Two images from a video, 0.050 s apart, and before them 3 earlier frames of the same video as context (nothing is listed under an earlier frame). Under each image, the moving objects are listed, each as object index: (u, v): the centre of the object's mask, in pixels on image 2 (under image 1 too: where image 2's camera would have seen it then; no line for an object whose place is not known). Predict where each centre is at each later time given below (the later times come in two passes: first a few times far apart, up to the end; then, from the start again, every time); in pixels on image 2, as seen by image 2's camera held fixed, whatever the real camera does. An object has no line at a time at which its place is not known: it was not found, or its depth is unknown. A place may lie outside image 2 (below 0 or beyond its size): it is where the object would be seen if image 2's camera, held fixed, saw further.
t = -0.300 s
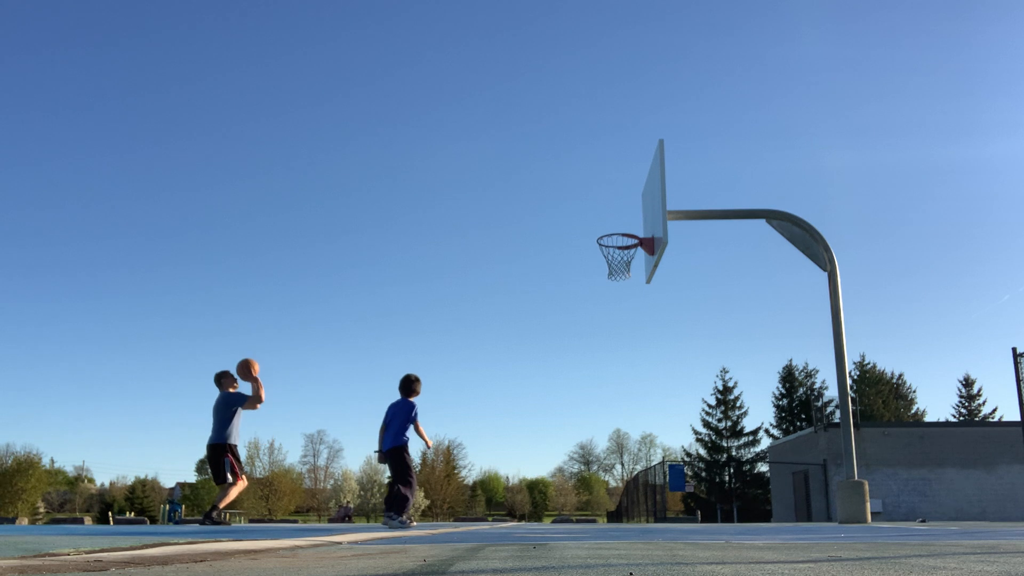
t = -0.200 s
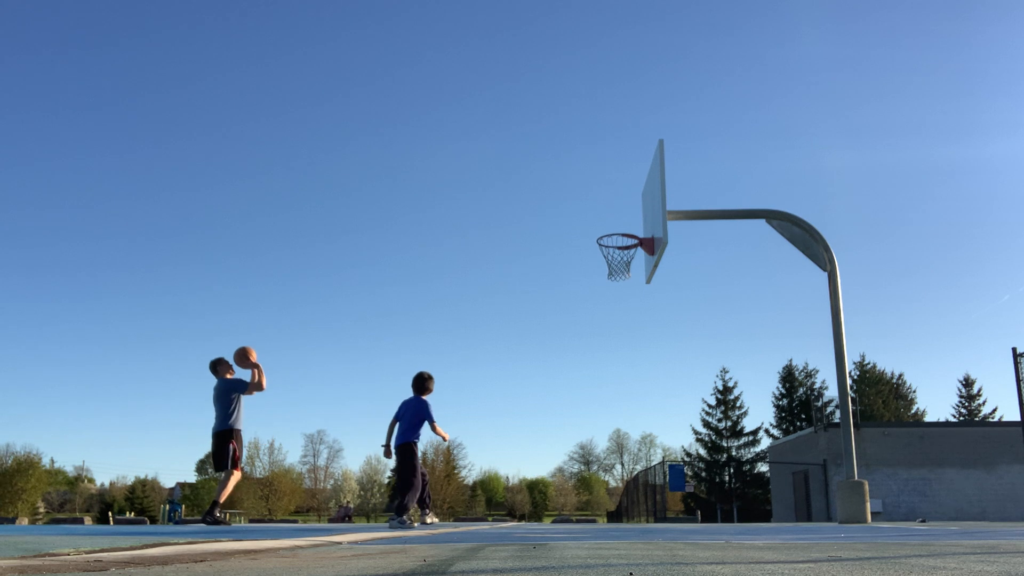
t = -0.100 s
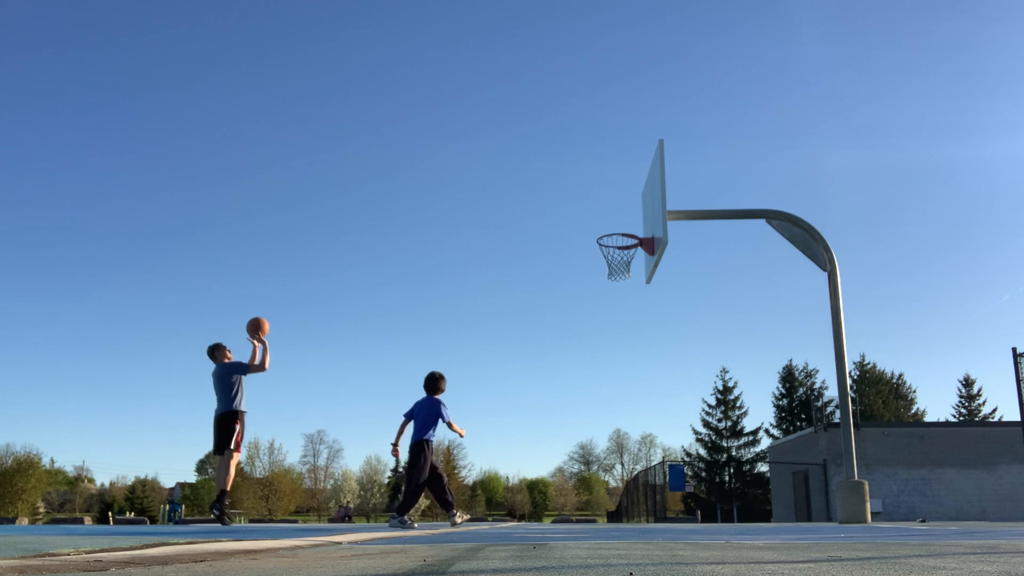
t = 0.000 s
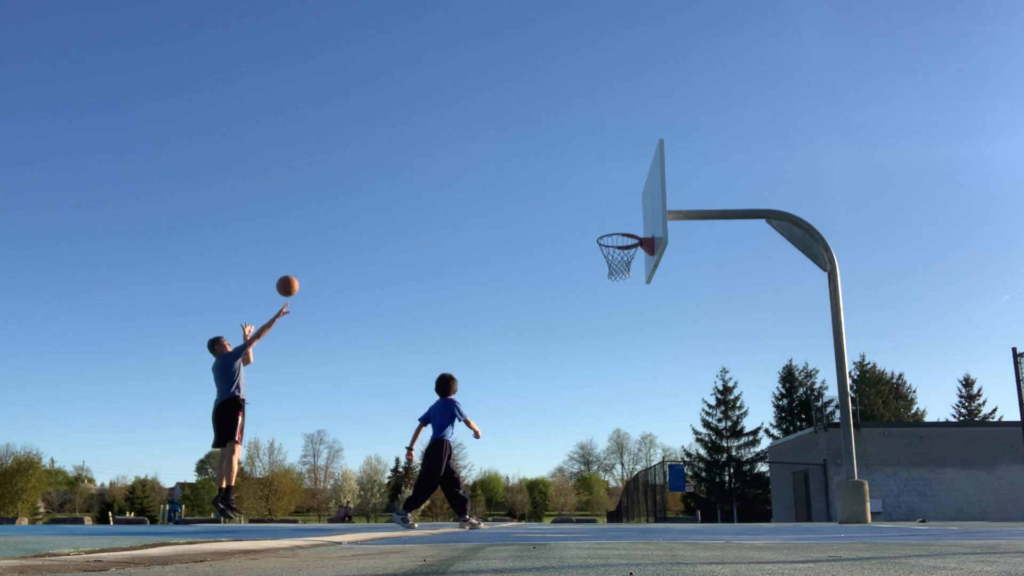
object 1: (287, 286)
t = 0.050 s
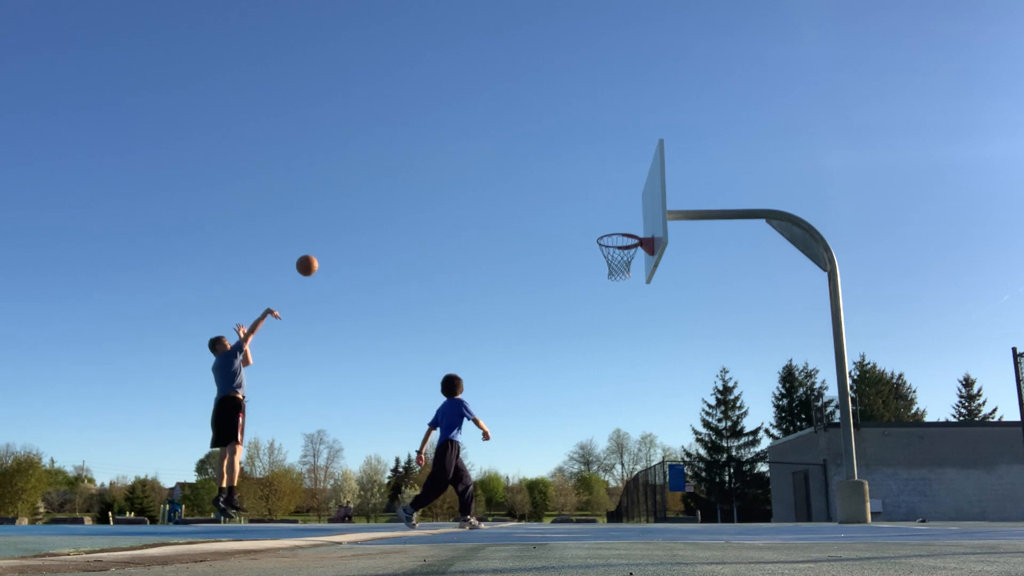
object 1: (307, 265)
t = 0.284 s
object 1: (395, 200)
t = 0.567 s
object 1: (497, 183)
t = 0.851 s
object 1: (598, 229)
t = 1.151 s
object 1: (636, 211)
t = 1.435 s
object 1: (629, 236)
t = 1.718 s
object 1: (623, 311)
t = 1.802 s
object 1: (621, 349)
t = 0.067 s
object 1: (313, 259)
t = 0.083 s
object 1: (320, 253)
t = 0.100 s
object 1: (326, 247)
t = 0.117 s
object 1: (333, 242)
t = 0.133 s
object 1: (339, 236)
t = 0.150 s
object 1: (345, 231)
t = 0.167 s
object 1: (351, 227)
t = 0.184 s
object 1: (358, 222)
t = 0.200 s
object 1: (364, 218)
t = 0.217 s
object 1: (370, 214)
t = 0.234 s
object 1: (376, 210)
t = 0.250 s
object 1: (383, 206)
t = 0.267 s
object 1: (389, 203)
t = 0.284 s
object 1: (395, 200)
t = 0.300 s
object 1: (401, 197)
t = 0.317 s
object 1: (407, 195)
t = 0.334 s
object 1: (413, 192)
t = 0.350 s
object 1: (419, 190)
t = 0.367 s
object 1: (425, 188)
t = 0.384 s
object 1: (431, 187)
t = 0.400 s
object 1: (437, 185)
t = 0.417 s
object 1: (443, 184)
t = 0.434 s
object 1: (449, 183)
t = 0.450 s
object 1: (455, 182)
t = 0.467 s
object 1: (461, 182)
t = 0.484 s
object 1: (467, 182)
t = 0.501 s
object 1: (473, 181)
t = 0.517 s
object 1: (479, 181)
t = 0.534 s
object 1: (485, 182)
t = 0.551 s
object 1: (491, 182)
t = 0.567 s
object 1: (497, 183)
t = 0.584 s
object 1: (503, 184)
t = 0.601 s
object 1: (509, 185)
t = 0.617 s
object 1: (516, 187)
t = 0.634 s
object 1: (521, 188)
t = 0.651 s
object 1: (527, 190)
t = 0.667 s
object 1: (534, 192)
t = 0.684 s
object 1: (539, 195)
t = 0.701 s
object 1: (545, 197)
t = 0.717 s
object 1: (551, 200)
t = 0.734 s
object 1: (558, 203)
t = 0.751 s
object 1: (564, 207)
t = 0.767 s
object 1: (570, 210)
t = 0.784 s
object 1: (576, 214)
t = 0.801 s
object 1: (582, 218)
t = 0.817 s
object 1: (588, 222)
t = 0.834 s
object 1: (594, 226)
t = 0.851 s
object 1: (598, 229)
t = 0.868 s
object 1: (601, 226)
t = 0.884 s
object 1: (603, 224)
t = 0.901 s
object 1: (605, 221)
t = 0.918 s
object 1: (607, 219)
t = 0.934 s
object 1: (609, 217)
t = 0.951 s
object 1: (611, 215)
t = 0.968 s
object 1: (613, 213)
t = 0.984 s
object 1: (615, 212)
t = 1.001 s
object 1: (617, 211)
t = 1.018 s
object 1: (619, 210)
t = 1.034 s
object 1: (621, 209)
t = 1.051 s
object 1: (623, 209)
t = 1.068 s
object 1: (625, 209)
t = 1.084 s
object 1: (627, 209)
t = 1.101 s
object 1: (630, 209)
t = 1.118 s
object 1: (632, 210)
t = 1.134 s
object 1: (634, 210)
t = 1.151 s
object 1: (636, 211)
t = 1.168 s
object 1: (638, 212)
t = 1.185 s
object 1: (640, 214)
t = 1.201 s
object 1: (643, 216)
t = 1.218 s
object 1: (644, 217)
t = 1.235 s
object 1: (642, 218)
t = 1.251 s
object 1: (641, 219)
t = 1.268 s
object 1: (639, 220)
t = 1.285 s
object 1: (637, 221)
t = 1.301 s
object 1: (636, 223)
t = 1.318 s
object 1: (634, 225)
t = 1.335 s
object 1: (632, 227)
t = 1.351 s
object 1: (631, 228)
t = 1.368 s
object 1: (631, 229)
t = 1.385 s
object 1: (630, 230)
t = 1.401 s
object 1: (630, 232)
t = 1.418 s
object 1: (629, 234)
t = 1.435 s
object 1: (629, 236)
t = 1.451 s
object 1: (629, 238)
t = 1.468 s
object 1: (628, 241)
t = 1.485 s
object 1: (628, 243)
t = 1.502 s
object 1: (628, 245)
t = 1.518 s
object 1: (627, 250)
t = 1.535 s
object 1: (626, 254)
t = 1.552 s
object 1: (626, 258)
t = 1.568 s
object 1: (626, 262)
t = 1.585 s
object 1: (626, 266)
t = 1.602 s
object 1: (625, 271)
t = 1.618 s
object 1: (625, 276)
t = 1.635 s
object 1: (624, 281)
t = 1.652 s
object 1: (624, 286)
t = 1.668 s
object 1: (623, 292)
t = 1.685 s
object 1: (623, 298)
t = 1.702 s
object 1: (623, 304)
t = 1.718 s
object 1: (623, 311)
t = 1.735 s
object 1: (622, 318)
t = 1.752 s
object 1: (622, 325)
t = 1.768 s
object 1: (622, 333)
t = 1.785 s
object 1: (621, 341)
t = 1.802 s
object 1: (621, 349)
